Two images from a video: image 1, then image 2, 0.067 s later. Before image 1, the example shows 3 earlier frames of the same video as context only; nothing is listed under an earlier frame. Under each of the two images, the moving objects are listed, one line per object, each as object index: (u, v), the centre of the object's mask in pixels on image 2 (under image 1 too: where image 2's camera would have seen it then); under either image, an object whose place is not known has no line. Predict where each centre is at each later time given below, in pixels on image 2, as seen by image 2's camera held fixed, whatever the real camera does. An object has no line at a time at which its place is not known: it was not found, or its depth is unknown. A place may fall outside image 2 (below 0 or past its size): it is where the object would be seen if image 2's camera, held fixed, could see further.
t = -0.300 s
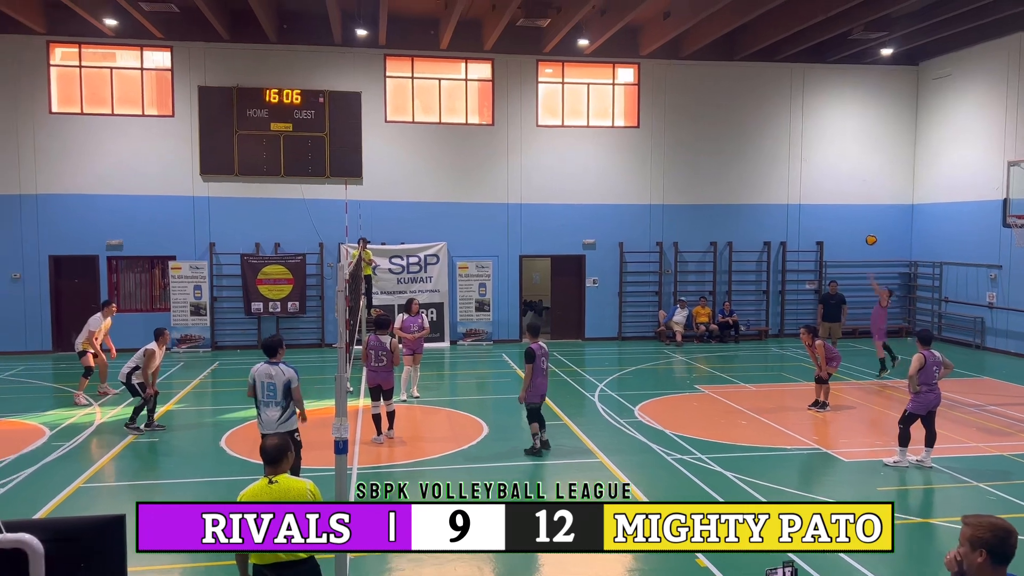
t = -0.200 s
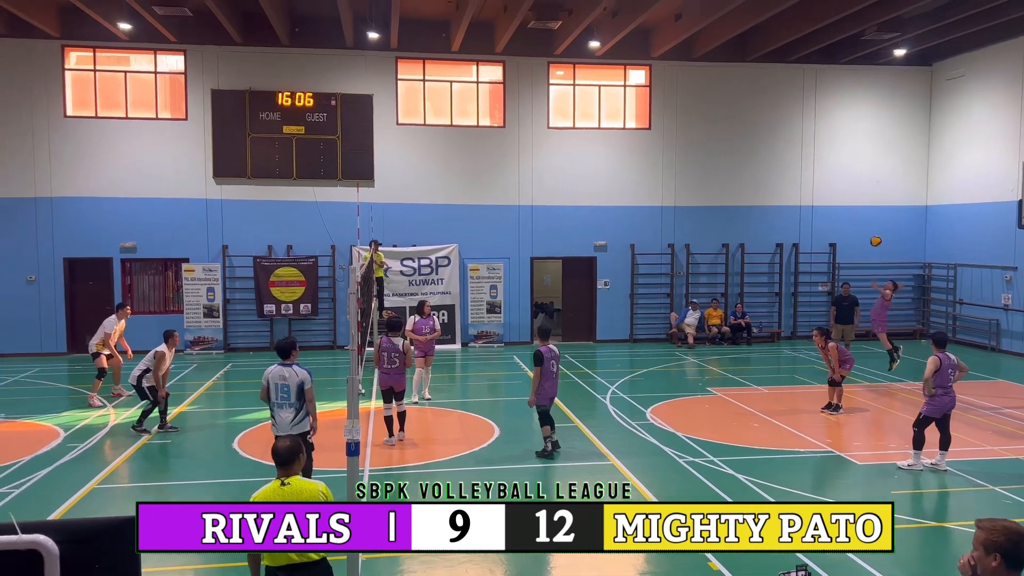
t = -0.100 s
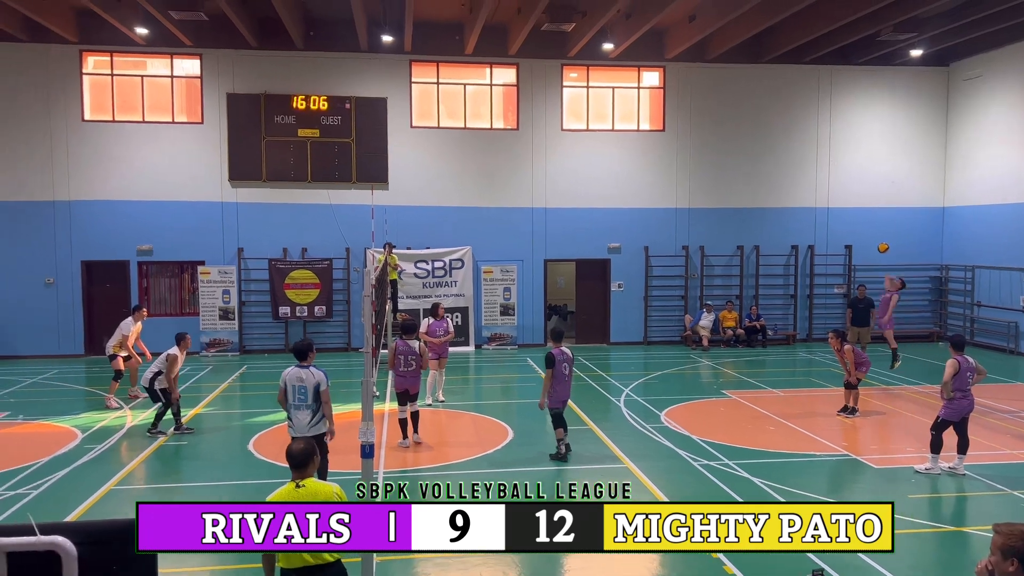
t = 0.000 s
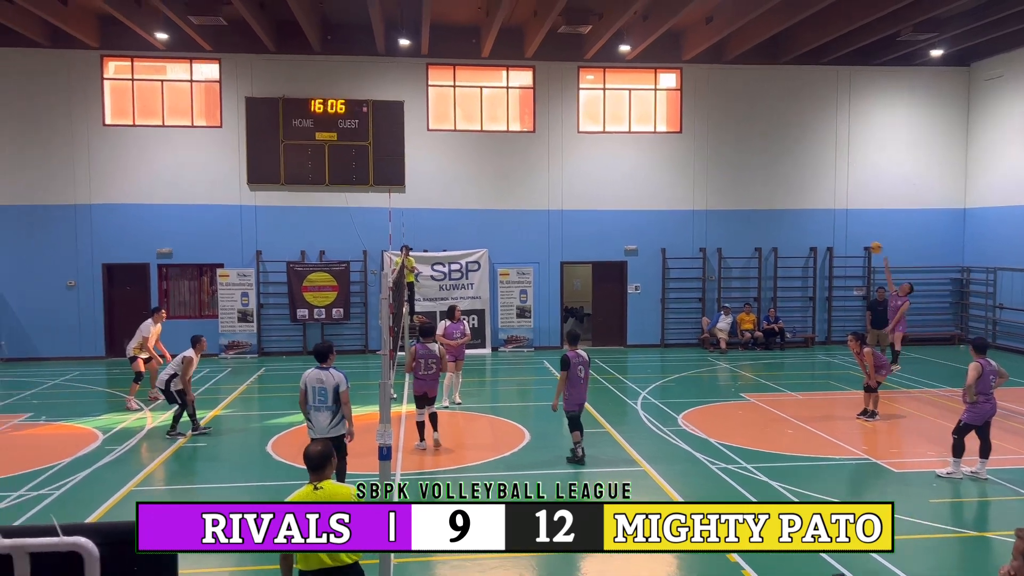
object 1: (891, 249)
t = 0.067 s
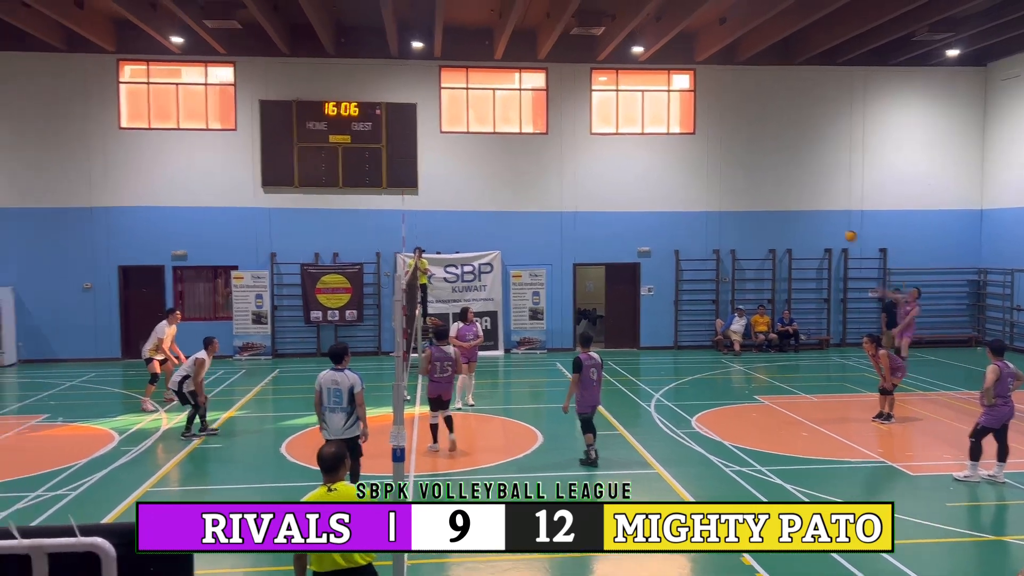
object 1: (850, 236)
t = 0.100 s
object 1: (830, 229)
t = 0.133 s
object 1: (809, 224)
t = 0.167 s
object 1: (788, 218)
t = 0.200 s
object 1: (767, 214)
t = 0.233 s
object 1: (746, 210)
